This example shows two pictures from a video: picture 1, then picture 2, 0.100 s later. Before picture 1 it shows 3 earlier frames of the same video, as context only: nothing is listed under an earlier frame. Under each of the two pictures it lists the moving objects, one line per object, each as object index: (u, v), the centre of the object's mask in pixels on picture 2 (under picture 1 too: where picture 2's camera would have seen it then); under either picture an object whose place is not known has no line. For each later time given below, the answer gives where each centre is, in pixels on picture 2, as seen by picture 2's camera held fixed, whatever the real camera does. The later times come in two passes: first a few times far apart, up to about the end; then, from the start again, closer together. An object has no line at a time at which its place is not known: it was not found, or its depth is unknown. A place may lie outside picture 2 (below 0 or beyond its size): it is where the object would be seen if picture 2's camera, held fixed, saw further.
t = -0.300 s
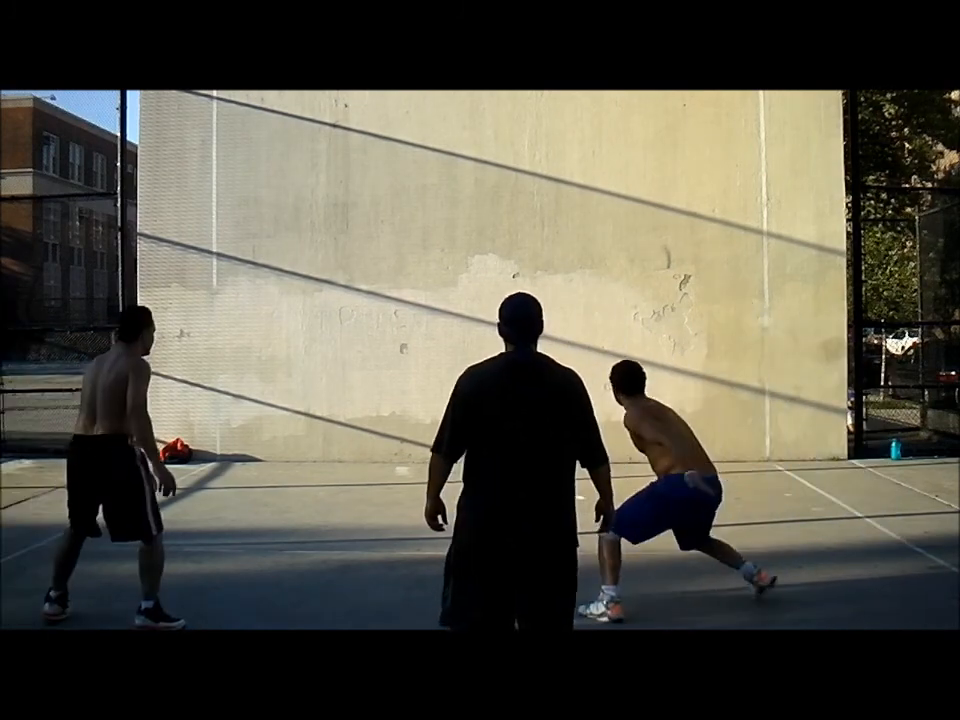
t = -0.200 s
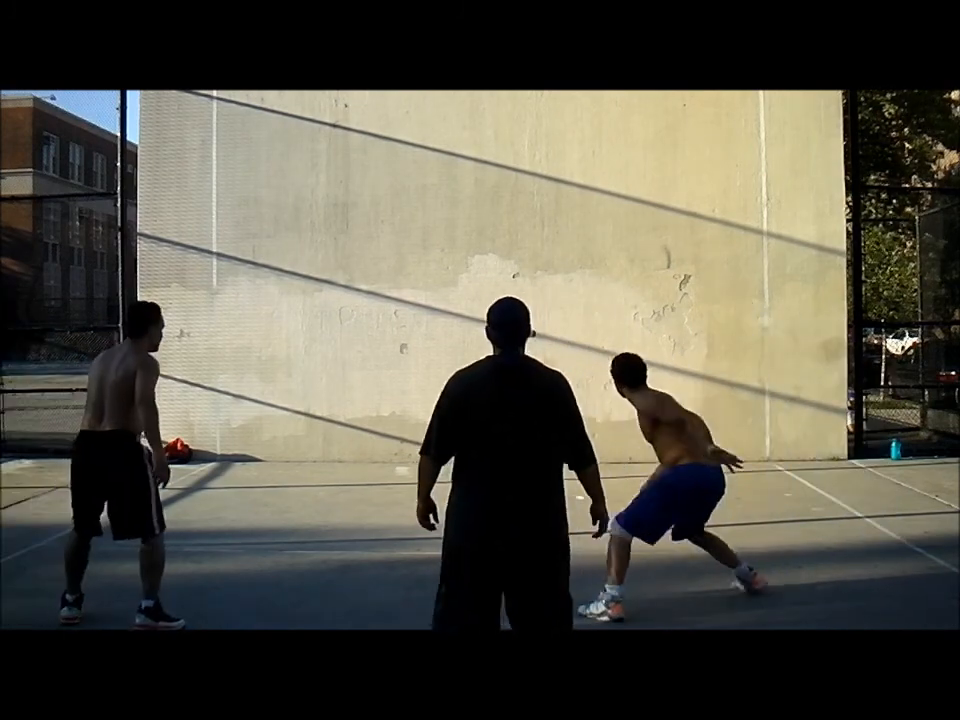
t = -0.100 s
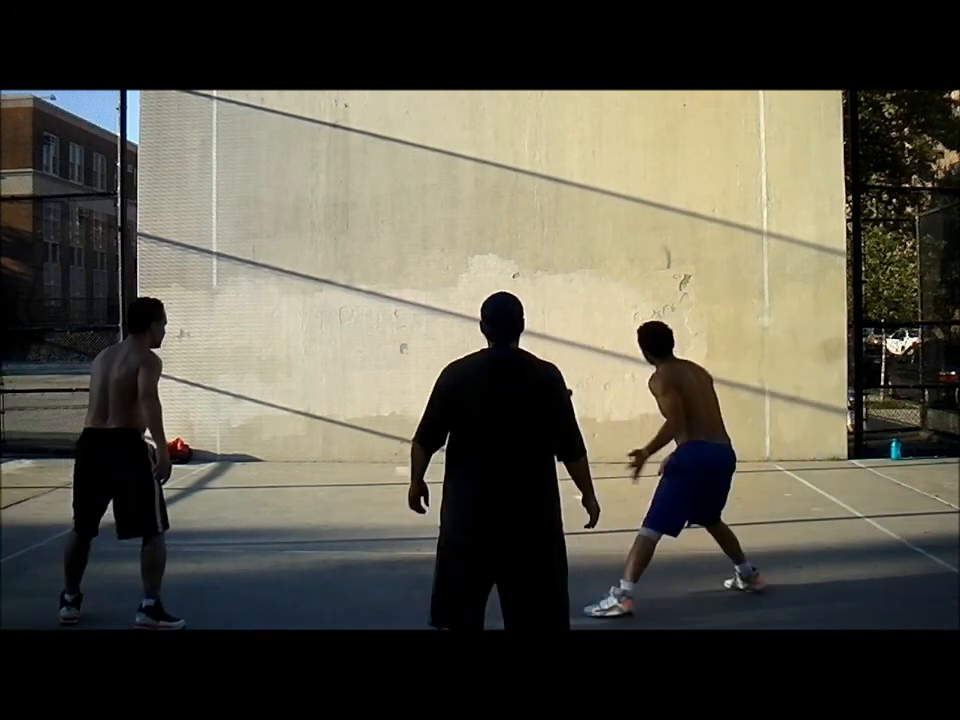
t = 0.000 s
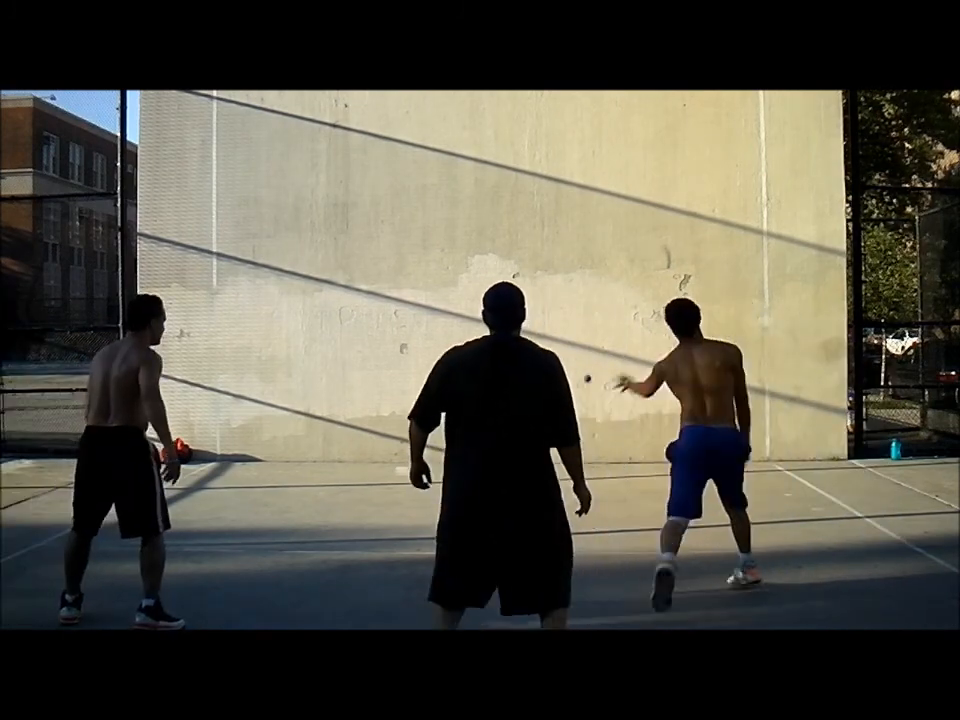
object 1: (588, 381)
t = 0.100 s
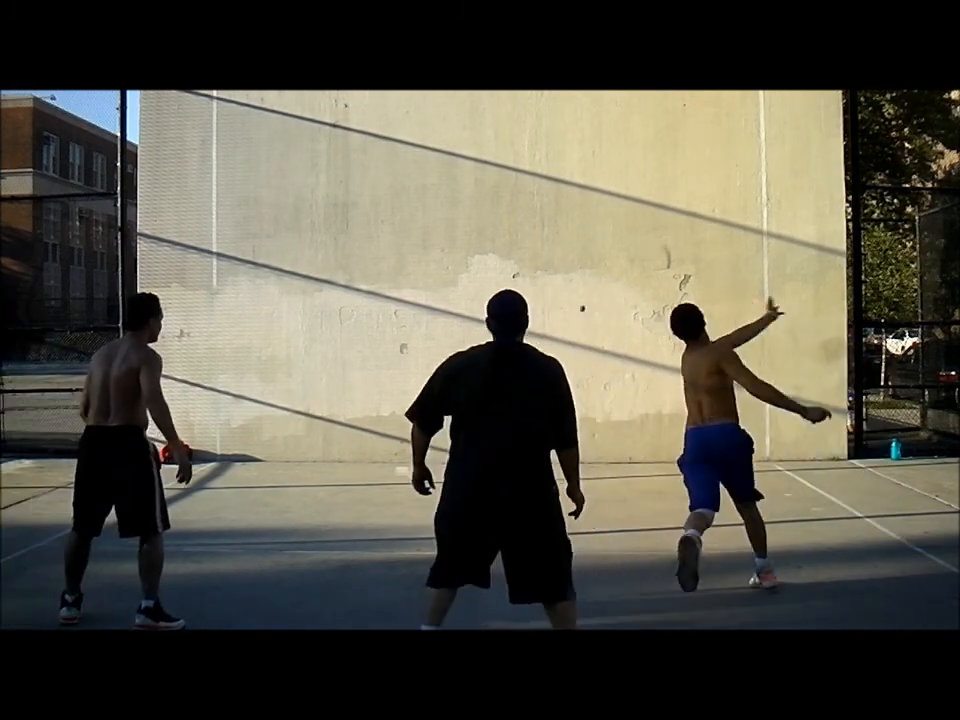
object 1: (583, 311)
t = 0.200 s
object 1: (580, 275)
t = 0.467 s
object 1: (588, 247)
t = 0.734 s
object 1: (607, 289)
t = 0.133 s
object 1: (581, 296)
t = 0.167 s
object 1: (580, 285)
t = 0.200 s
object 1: (580, 275)
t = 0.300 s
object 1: (580, 260)
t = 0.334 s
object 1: (583, 255)
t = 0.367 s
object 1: (585, 251)
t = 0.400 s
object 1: (586, 250)
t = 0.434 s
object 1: (586, 247)
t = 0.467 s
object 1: (588, 247)
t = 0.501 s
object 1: (591, 248)
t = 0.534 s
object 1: (594, 248)
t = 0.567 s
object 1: (595, 250)
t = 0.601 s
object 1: (597, 253)
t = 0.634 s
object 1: (598, 258)
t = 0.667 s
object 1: (603, 265)
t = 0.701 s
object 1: (605, 276)
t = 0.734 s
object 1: (607, 289)
